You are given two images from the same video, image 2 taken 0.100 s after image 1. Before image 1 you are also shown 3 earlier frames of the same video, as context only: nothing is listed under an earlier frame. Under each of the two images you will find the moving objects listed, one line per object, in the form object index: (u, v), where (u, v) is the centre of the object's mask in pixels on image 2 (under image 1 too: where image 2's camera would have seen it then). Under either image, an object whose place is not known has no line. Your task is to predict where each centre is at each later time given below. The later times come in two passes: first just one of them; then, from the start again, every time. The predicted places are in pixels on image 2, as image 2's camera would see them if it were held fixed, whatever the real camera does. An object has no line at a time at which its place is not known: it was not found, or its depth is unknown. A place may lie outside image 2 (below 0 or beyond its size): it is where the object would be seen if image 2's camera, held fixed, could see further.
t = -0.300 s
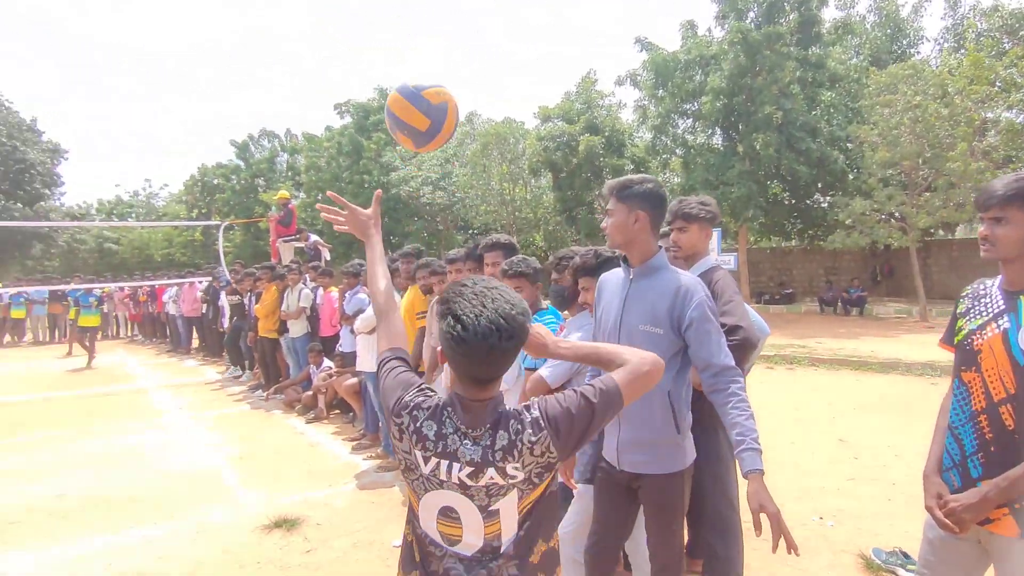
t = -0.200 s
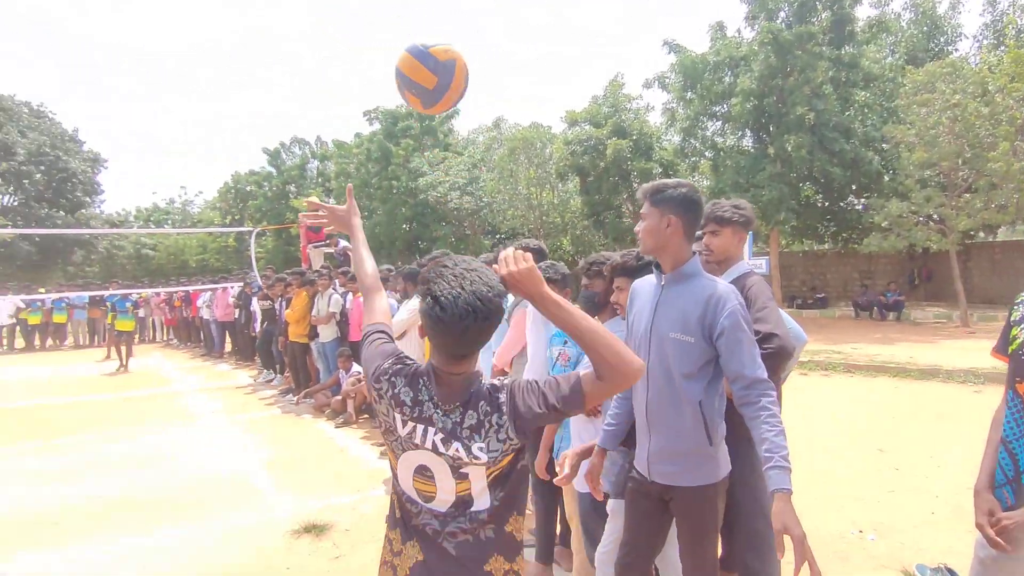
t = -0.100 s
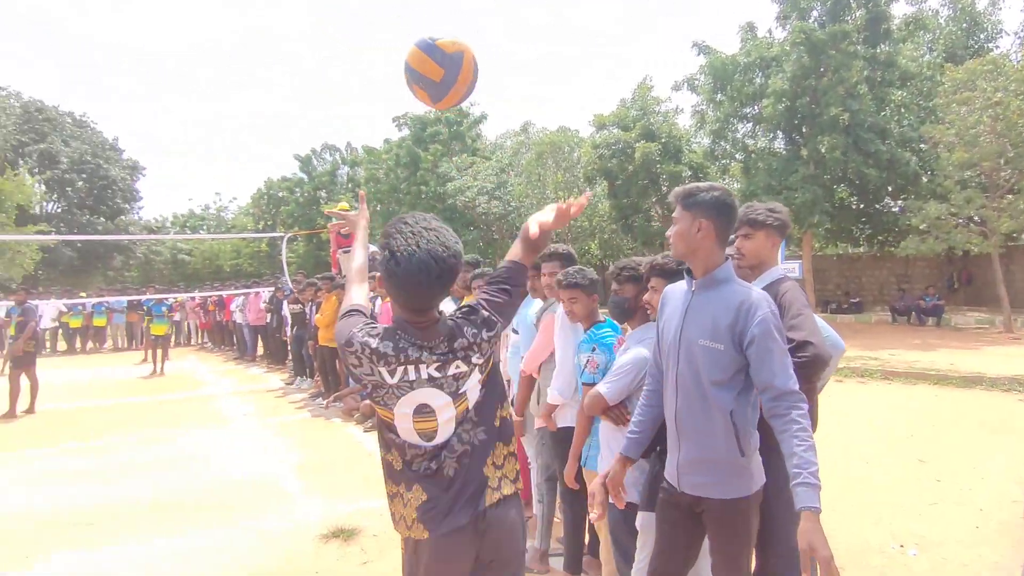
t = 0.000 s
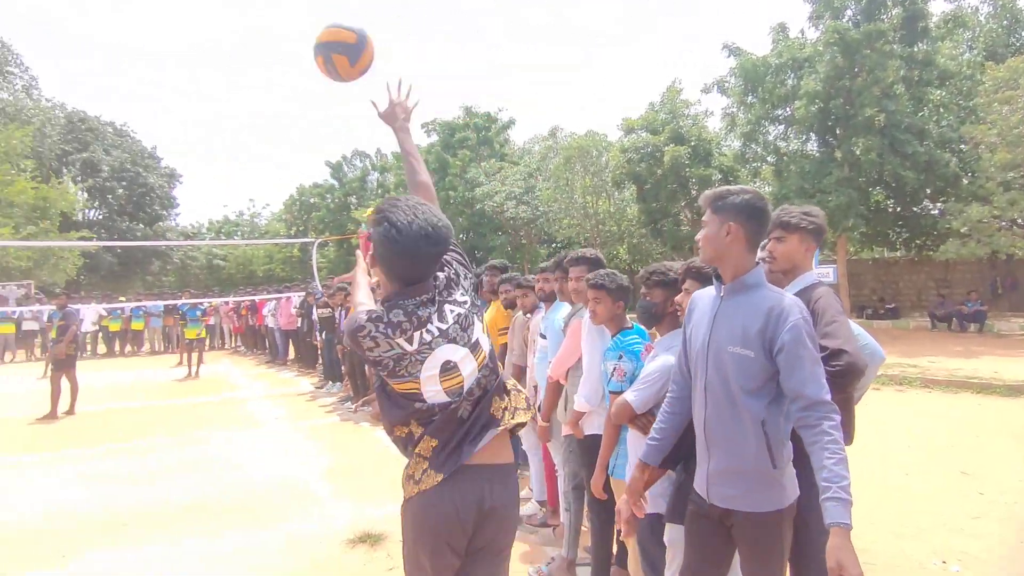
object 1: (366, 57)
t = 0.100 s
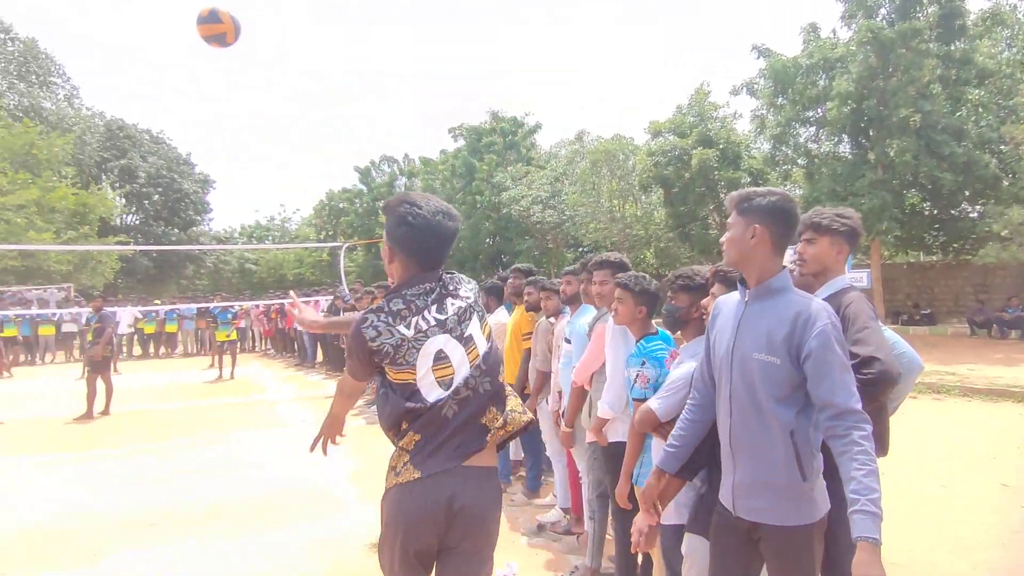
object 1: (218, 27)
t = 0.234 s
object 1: (117, 28)
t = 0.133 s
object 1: (186, 25)
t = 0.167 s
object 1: (159, 24)
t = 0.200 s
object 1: (136, 25)
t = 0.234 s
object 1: (117, 28)
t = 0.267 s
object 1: (100, 32)
